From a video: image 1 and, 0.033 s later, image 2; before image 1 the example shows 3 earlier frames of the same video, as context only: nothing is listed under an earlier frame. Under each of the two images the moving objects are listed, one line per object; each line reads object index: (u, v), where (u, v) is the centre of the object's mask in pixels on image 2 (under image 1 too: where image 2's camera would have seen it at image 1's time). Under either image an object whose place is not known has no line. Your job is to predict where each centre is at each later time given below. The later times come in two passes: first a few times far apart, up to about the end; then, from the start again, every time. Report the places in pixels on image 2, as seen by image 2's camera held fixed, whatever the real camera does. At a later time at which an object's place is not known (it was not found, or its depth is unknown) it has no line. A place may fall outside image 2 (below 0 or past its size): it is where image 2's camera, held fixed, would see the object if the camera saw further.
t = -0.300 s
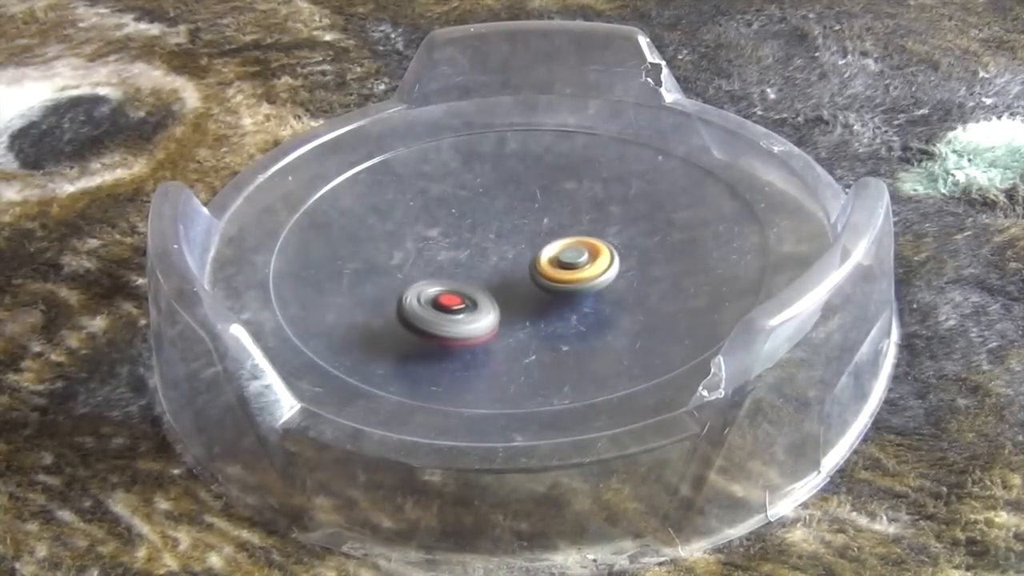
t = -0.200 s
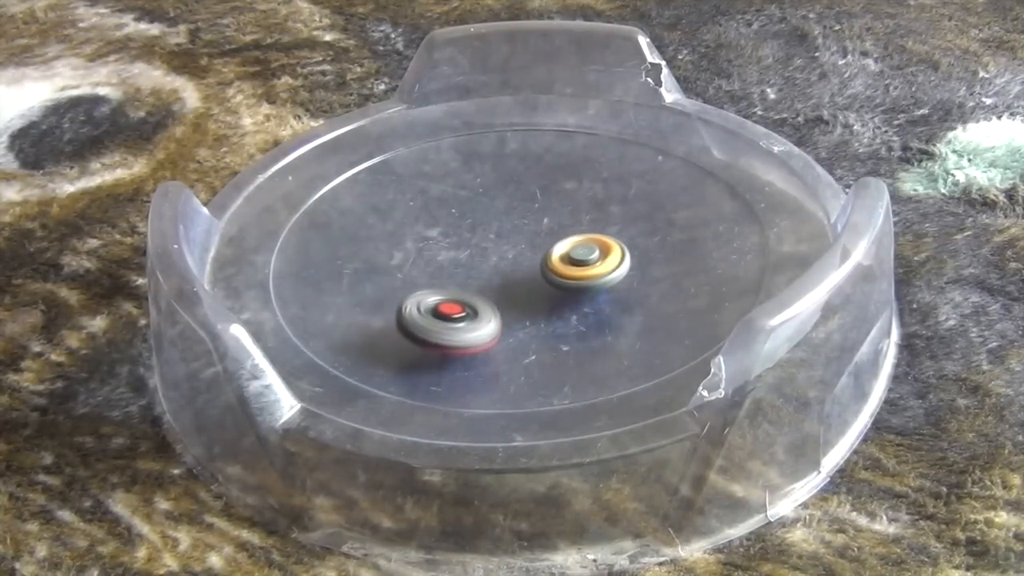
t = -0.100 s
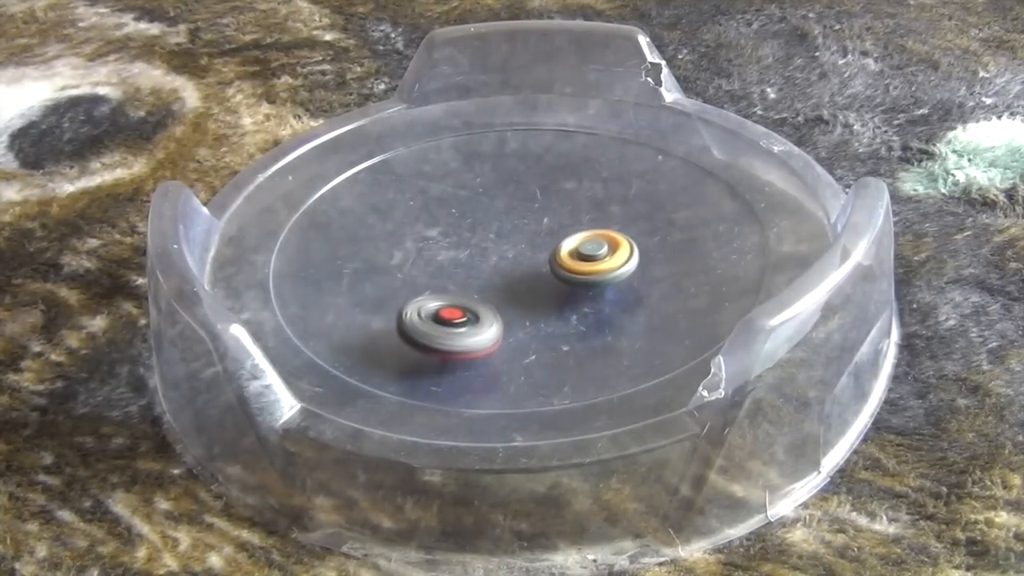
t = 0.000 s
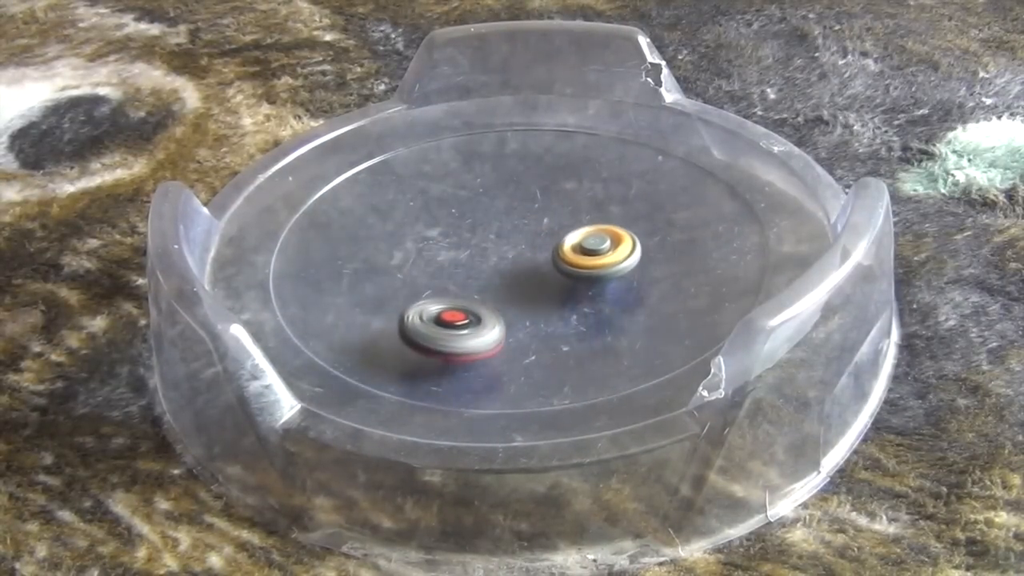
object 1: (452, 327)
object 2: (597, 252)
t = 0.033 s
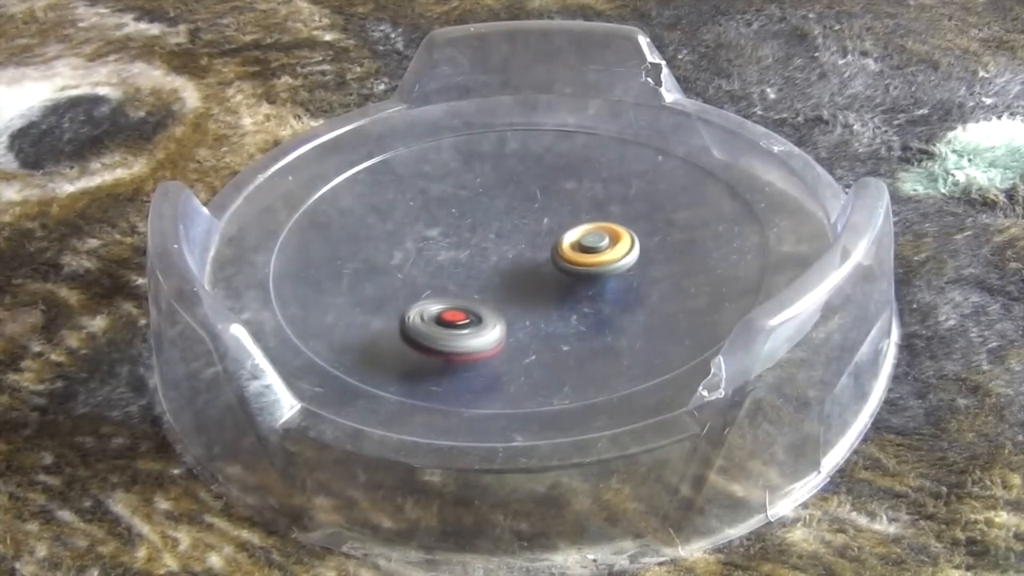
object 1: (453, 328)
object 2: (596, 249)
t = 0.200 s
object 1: (459, 325)
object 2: (574, 245)
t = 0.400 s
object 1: (481, 321)
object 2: (539, 255)
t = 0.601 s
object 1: (503, 339)
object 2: (535, 235)
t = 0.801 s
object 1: (517, 332)
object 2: (481, 237)
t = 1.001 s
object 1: (544, 314)
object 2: (457, 278)
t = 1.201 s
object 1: (742, 290)
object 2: (300, 212)
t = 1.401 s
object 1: (650, 289)
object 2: (269, 211)
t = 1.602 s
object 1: (593, 268)
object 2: (249, 256)
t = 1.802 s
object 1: (623, 239)
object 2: (271, 294)
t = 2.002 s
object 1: (648, 219)
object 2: (396, 330)
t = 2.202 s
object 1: (657, 211)
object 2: (521, 314)
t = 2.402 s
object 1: (652, 210)
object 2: (580, 256)
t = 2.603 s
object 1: (648, 201)
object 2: (543, 219)
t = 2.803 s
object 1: (618, 205)
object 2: (496, 193)
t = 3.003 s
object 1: (573, 205)
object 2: (448, 202)
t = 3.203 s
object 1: (533, 199)
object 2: (450, 236)
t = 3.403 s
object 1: (500, 191)
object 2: (507, 254)
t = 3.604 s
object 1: (478, 186)
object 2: (565, 238)
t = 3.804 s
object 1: (469, 189)
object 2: (582, 212)
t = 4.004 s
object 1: (466, 198)
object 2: (566, 199)
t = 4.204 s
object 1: (367, 208)
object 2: (659, 200)
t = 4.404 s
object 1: (337, 207)
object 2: (683, 182)
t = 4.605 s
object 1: (337, 211)
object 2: (662, 165)
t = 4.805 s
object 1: (361, 220)
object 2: (605, 180)
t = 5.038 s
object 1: (410, 247)
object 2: (558, 232)
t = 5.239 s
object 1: (450, 276)
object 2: (561, 273)
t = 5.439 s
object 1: (481, 303)
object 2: (590, 299)
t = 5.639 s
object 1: (507, 324)
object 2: (627, 303)
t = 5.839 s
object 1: (524, 338)
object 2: (635, 292)
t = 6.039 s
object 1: (537, 344)
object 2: (597, 284)
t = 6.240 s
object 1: (544, 339)
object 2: (538, 288)
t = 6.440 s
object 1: (563, 334)
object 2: (473, 278)
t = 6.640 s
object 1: (579, 315)
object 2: (422, 292)
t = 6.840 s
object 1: (596, 291)
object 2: (406, 306)
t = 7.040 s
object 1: (614, 264)
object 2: (424, 310)
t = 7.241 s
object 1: (628, 237)
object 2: (447, 299)
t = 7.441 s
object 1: (637, 217)
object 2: (464, 276)
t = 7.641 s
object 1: (639, 198)
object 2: (464, 248)
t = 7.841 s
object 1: (630, 187)
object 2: (453, 227)
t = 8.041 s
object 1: (611, 187)
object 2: (442, 214)
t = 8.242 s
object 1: (581, 189)
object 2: (442, 213)
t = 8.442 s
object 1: (544, 193)
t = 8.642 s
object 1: (717, 144)
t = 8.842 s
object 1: (693, 206)
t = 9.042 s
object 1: (600, 268)
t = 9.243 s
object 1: (489, 294)
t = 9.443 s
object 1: (421, 285)
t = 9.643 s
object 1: (386, 268)
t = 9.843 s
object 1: (377, 255)
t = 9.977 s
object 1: (387, 251)
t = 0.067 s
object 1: (454, 327)
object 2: (593, 248)
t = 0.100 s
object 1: (455, 328)
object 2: (590, 246)
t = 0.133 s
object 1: (456, 326)
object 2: (586, 245)
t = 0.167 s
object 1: (457, 326)
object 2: (580, 245)
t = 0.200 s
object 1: (459, 325)
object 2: (574, 245)
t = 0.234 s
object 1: (461, 325)
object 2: (568, 246)
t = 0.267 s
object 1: (464, 324)
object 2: (562, 247)
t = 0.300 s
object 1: (468, 323)
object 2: (556, 249)
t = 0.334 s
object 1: (471, 322)
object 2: (550, 251)
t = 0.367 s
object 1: (476, 322)
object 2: (545, 253)
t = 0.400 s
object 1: (481, 321)
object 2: (539, 255)
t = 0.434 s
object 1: (486, 320)
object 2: (534, 259)
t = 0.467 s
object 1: (491, 318)
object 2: (530, 263)
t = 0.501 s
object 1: (497, 317)
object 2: (526, 266)
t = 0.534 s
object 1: (500, 325)
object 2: (529, 260)
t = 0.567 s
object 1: (500, 335)
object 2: (533, 245)
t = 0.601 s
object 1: (503, 339)
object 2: (535, 235)
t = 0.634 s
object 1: (506, 339)
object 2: (533, 229)
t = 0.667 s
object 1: (508, 338)
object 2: (527, 225)
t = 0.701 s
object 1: (510, 337)
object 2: (517, 225)
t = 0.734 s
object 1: (512, 335)
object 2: (504, 229)
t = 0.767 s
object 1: (514, 334)
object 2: (492, 232)
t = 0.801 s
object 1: (517, 332)
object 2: (481, 237)
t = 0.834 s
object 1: (521, 329)
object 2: (471, 244)
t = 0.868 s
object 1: (525, 326)
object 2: (463, 250)
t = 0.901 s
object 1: (529, 324)
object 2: (458, 257)
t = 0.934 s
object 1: (534, 321)
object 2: (456, 264)
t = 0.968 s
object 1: (539, 318)
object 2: (455, 271)
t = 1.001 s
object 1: (544, 314)
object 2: (457, 278)
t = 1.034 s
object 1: (550, 311)
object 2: (460, 284)
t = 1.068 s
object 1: (569, 307)
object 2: (456, 284)
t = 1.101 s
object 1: (634, 311)
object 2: (403, 265)
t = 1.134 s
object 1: (690, 308)
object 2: (359, 246)
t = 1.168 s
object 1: (727, 297)
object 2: (325, 227)
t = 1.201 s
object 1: (742, 290)
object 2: (300, 212)
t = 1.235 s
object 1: (732, 294)
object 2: (286, 199)
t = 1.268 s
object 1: (725, 294)
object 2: (280, 198)
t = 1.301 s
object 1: (709, 295)
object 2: (277, 197)
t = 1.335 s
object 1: (687, 293)
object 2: (275, 200)
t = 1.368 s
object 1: (668, 291)
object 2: (272, 205)
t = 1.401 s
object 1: (650, 289)
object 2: (269, 211)
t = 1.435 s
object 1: (633, 287)
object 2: (266, 218)
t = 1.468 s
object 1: (619, 283)
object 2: (262, 226)
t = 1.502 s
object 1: (607, 279)
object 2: (258, 234)
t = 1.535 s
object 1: (599, 275)
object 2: (255, 241)
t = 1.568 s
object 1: (594, 271)
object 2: (251, 249)
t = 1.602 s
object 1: (593, 268)
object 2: (249, 256)
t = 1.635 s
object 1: (597, 263)
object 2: (249, 262)
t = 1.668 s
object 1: (601, 258)
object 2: (249, 270)
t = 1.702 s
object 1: (606, 253)
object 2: (253, 275)
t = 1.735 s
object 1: (611, 248)
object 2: (257, 282)
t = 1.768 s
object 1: (617, 244)
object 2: (264, 288)
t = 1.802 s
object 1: (623, 239)
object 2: (271, 294)
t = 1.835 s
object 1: (628, 236)
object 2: (281, 300)
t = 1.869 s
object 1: (631, 231)
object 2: (294, 307)
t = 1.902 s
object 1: (636, 229)
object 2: (318, 317)
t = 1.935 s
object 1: (640, 226)
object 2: (346, 322)
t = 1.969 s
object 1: (644, 223)
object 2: (372, 327)
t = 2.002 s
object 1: (648, 219)
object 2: (396, 330)
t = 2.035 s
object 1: (650, 217)
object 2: (420, 331)
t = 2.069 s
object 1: (653, 215)
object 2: (443, 331)
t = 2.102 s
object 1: (654, 214)
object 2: (465, 329)
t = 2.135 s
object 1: (656, 213)
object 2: (486, 325)
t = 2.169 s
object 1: (657, 212)
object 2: (504, 320)
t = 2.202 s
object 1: (657, 211)
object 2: (521, 314)
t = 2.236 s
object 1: (657, 211)
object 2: (537, 305)
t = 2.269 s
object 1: (657, 209)
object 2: (550, 297)
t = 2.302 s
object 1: (656, 209)
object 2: (560, 287)
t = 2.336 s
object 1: (655, 209)
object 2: (568, 277)
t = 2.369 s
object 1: (653, 210)
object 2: (575, 267)
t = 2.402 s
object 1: (652, 210)
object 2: (580, 256)
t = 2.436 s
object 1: (653, 208)
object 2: (577, 249)
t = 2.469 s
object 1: (657, 202)
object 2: (566, 246)
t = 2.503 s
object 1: (655, 201)
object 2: (559, 240)
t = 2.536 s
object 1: (654, 200)
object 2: (553, 233)
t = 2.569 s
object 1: (651, 200)
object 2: (548, 226)
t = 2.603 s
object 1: (648, 201)
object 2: (543, 219)
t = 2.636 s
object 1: (645, 201)
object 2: (537, 213)
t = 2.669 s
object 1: (641, 202)
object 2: (530, 207)
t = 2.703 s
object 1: (636, 203)
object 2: (523, 202)
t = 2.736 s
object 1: (630, 204)
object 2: (514, 198)
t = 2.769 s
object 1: (624, 205)
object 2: (505, 195)
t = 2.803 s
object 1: (618, 205)
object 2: (496, 193)
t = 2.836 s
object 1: (611, 206)
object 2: (486, 192)
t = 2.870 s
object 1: (603, 207)
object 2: (477, 191)
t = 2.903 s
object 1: (596, 206)
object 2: (469, 192)
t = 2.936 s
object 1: (588, 206)
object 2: (461, 194)
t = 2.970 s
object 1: (581, 207)
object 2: (454, 197)
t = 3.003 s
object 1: (573, 205)
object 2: (448, 202)
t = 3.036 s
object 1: (566, 204)
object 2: (444, 207)
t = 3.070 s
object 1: (559, 203)
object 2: (441, 213)
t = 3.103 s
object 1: (553, 204)
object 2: (439, 218)
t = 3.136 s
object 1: (546, 202)
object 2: (440, 225)
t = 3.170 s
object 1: (539, 200)
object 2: (445, 230)
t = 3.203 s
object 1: (533, 199)
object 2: (450, 236)
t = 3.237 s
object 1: (527, 198)
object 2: (457, 241)
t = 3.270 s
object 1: (521, 196)
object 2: (466, 245)
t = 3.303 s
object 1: (516, 194)
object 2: (475, 249)
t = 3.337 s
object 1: (510, 193)
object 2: (485, 252)
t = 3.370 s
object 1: (505, 192)
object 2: (496, 254)
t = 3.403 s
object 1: (500, 191)
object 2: (507, 254)
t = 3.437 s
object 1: (496, 189)
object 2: (518, 254)
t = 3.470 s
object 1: (492, 188)
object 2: (530, 252)
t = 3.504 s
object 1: (488, 187)
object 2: (540, 250)
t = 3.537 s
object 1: (485, 187)
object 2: (549, 247)
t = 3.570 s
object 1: (481, 186)
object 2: (557, 242)
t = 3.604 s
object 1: (478, 186)
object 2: (565, 238)
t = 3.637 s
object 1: (476, 186)
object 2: (570, 234)
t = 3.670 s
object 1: (473, 186)
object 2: (575, 229)
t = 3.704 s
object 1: (472, 187)
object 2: (578, 225)
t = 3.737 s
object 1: (470, 187)
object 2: (580, 221)
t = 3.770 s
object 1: (469, 189)
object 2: (581, 216)
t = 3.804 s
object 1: (469, 189)
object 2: (582, 212)
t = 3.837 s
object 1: (469, 190)
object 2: (581, 209)
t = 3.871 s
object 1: (468, 192)
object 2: (579, 205)
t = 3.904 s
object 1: (468, 193)
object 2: (578, 203)
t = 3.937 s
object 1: (467, 195)
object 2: (575, 201)
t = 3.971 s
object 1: (467, 196)
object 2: (570, 200)
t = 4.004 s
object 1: (466, 198)
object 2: (566, 199)
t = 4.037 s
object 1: (466, 200)
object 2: (562, 199)
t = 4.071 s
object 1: (464, 204)
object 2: (556, 201)
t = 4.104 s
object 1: (460, 206)
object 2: (561, 201)
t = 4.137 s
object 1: (421, 207)
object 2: (602, 200)
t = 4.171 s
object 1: (388, 209)
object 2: (635, 200)
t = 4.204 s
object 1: (367, 208)
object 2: (659, 200)
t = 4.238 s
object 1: (352, 209)
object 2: (674, 200)
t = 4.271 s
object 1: (345, 210)
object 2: (682, 198)
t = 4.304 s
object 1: (342, 209)
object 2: (685, 195)
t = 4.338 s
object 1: (340, 208)
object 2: (685, 191)
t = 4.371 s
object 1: (339, 207)
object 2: (684, 186)
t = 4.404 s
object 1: (337, 207)
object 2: (683, 182)
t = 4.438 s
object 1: (335, 206)
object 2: (681, 177)
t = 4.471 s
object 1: (334, 207)
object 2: (679, 173)
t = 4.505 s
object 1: (334, 207)
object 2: (676, 170)
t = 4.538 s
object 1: (334, 209)
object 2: (672, 167)
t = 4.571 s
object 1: (335, 210)
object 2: (668, 166)
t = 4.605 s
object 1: (337, 211)
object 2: (662, 165)
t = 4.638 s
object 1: (338, 212)
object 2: (655, 165)
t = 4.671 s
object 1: (341, 213)
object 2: (647, 166)
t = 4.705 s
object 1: (346, 214)
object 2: (637, 168)
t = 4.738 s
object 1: (350, 216)
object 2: (626, 171)
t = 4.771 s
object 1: (356, 218)
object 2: (616, 175)
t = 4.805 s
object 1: (361, 220)
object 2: (605, 180)
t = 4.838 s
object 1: (368, 224)
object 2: (595, 187)
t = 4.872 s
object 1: (375, 227)
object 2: (588, 193)
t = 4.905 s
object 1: (382, 231)
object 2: (579, 200)
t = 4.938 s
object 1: (389, 234)
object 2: (573, 208)
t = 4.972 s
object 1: (396, 239)
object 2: (567, 216)
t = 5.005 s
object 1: (403, 243)
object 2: (562, 224)
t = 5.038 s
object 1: (410, 247)
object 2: (558, 232)
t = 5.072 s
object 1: (417, 252)
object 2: (557, 239)
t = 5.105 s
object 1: (424, 257)
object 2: (556, 246)
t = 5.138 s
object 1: (431, 262)
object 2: (555, 253)
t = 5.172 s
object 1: (438, 266)
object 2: (556, 260)
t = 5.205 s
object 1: (444, 271)
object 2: (558, 266)
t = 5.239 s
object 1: (450, 276)
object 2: (561, 273)
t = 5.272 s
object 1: (456, 281)
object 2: (563, 278)
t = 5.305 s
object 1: (461, 285)
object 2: (567, 284)
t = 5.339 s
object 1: (466, 290)
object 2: (572, 289)
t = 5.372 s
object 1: (472, 295)
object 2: (578, 293)
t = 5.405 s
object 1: (477, 299)
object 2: (583, 297)
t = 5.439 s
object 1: (481, 303)
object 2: (590, 299)
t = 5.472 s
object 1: (486, 307)
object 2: (596, 301)
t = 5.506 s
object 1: (491, 311)
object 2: (604, 302)
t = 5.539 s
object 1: (495, 315)
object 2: (611, 303)
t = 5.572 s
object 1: (500, 319)
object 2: (617, 304)
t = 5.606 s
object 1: (503, 321)
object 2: (622, 304)
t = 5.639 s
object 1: (507, 324)
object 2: (627, 303)
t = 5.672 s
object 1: (510, 327)
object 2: (632, 302)
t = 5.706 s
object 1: (513, 330)
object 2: (636, 301)
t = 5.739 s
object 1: (516, 332)
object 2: (638, 299)
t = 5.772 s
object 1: (519, 334)
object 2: (638, 296)
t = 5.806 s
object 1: (522, 337)
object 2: (638, 294)
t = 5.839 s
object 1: (524, 338)
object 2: (635, 292)
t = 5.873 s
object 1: (526, 340)
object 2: (631, 290)
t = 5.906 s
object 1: (529, 341)
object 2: (626, 288)
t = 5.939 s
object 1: (531, 342)
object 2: (621, 286)
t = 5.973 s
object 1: (533, 343)
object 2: (614, 285)
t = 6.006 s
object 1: (535, 343)
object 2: (606, 284)
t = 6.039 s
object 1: (537, 344)
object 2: (597, 284)
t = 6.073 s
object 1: (539, 343)
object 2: (588, 284)
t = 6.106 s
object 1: (540, 342)
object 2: (578, 284)
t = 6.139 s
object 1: (541, 342)
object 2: (569, 284)
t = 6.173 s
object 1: (542, 341)
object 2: (558, 285)
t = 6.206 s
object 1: (543, 341)
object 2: (548, 287)
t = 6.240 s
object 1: (544, 339)
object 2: (538, 288)
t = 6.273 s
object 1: (545, 338)
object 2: (527, 289)
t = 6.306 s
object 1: (547, 336)
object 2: (518, 292)
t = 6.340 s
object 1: (553, 338)
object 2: (506, 288)
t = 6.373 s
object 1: (557, 338)
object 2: (493, 282)
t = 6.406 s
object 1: (560, 336)
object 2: (482, 279)
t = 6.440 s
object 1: (563, 334)
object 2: (473, 278)
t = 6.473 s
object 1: (565, 331)
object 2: (463, 279)
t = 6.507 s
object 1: (568, 329)
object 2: (454, 281)
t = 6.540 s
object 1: (571, 325)
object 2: (444, 284)
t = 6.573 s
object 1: (573, 322)
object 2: (436, 287)
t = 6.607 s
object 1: (576, 319)
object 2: (429, 290)
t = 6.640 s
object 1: (579, 315)
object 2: (422, 292)
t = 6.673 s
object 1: (581, 312)
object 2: (417, 295)
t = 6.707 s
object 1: (584, 307)
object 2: (413, 297)
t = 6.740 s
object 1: (587, 303)
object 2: (410, 300)
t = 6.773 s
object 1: (590, 300)
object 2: (408, 303)
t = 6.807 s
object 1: (592, 296)
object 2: (407, 305)
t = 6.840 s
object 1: (596, 291)
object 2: (406, 306)
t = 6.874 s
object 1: (599, 286)
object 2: (406, 308)
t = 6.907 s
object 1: (602, 282)
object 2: (409, 309)
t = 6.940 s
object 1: (604, 277)
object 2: (412, 311)
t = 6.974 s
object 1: (608, 274)
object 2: (415, 311)
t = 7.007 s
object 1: (611, 268)
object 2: (420, 311)
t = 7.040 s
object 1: (614, 264)
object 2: (424, 310)
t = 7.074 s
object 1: (617, 259)
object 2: (428, 309)
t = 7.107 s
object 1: (619, 254)
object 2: (432, 308)
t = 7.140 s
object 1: (621, 250)
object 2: (436, 307)
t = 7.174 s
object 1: (624, 246)
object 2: (440, 304)
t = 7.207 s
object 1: (626, 243)
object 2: (444, 302)
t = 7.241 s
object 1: (628, 237)
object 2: (447, 299)
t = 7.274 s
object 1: (630, 234)
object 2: (451, 296)
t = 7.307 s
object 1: (631, 230)
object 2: (454, 292)
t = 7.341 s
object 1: (633, 227)
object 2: (457, 288)
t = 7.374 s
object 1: (634, 223)
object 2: (460, 284)
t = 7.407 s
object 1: (636, 220)
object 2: (462, 280)
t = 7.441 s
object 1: (637, 217)
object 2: (464, 276)
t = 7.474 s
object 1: (638, 212)
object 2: (465, 271)
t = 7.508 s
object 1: (639, 209)
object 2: (465, 266)
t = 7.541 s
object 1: (639, 206)
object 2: (465, 262)
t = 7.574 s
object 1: (639, 202)
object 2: (465, 257)
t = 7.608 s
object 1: (639, 200)
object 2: (465, 253)
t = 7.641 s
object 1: (639, 198)
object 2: (464, 248)
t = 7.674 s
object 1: (638, 195)
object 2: (462, 244)
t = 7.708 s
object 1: (637, 194)
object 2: (460, 240)
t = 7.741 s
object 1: (636, 192)
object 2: (458, 236)
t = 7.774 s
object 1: (634, 192)
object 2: (456, 233)
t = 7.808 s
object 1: (632, 188)
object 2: (454, 230)
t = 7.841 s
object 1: (630, 187)
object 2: (453, 227)
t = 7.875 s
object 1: (627, 187)
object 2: (451, 224)
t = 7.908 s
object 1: (625, 186)
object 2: (449, 221)
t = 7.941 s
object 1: (622, 186)
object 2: (447, 218)
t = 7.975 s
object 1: (619, 186)
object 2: (445, 216)
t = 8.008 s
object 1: (615, 187)
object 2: (443, 215)
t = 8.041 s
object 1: (611, 187)
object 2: (442, 214)
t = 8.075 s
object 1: (607, 187)
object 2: (441, 214)
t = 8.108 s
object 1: (602, 187)
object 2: (441, 213)
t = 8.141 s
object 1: (597, 188)
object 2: (441, 213)
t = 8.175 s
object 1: (592, 188)
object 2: (441, 213)
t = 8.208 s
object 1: (586, 189)
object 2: (441, 213)
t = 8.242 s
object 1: (581, 189)
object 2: (442, 213)
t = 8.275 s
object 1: (575, 190)
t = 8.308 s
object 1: (568, 189)
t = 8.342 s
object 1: (563, 190)
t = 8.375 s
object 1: (557, 191)
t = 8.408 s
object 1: (551, 192)
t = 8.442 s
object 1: (544, 193)
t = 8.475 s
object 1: (564, 186)
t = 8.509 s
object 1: (616, 169)
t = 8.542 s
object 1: (655, 155)
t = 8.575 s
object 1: (686, 145)
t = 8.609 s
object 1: (704, 141)
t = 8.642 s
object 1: (717, 144)
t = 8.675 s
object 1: (722, 151)
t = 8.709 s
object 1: (721, 162)
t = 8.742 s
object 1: (717, 176)
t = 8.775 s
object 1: (709, 187)
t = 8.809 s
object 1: (702, 197)
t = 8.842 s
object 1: (693, 206)
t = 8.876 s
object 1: (684, 219)
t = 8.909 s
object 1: (672, 230)
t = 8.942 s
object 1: (659, 241)
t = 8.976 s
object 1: (645, 252)
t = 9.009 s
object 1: (626, 253)
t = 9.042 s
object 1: (600, 268)
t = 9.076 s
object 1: (579, 276)
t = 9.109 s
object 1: (557, 283)
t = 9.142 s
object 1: (537, 288)
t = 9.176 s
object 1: (519, 292)
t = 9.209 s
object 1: (504, 293)
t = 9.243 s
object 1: (489, 294)
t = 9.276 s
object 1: (475, 294)
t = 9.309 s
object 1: (463, 293)
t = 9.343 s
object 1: (451, 291)
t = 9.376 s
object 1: (441, 289)
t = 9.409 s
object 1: (431, 286)
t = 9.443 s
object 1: (421, 285)
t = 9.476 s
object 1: (414, 282)
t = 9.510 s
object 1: (406, 279)
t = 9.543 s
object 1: (400, 277)
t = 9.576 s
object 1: (394, 274)
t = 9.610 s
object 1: (389, 271)
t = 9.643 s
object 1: (386, 268)
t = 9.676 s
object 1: (382, 266)
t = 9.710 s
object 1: (380, 263)
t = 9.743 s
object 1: (378, 261)
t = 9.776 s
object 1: (377, 258)
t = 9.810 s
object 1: (377, 256)
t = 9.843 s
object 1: (377, 255)
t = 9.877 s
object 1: (379, 254)
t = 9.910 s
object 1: (381, 252)
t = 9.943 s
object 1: (384, 252)
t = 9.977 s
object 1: (387, 251)
